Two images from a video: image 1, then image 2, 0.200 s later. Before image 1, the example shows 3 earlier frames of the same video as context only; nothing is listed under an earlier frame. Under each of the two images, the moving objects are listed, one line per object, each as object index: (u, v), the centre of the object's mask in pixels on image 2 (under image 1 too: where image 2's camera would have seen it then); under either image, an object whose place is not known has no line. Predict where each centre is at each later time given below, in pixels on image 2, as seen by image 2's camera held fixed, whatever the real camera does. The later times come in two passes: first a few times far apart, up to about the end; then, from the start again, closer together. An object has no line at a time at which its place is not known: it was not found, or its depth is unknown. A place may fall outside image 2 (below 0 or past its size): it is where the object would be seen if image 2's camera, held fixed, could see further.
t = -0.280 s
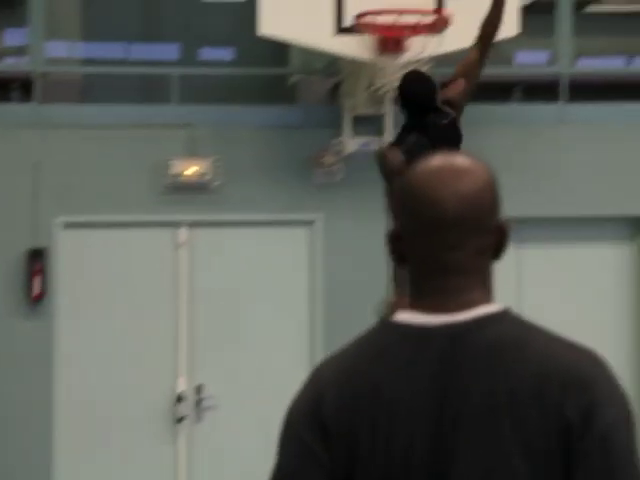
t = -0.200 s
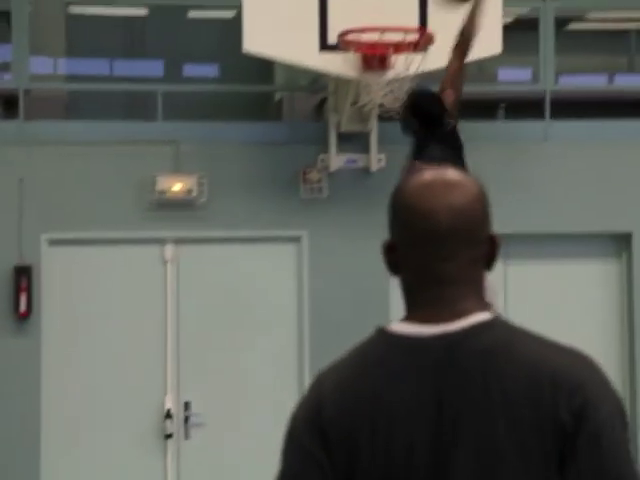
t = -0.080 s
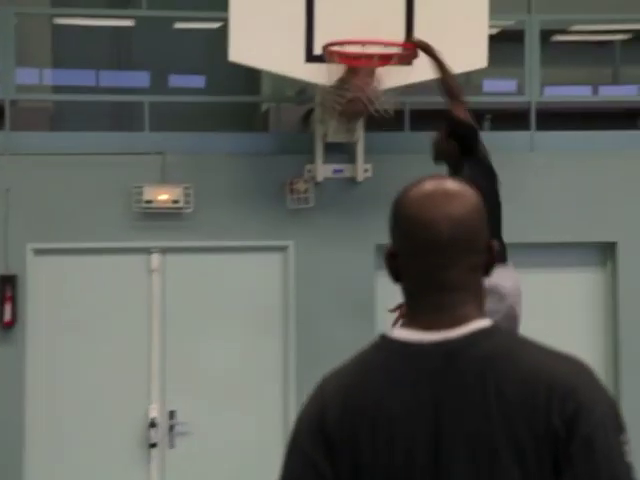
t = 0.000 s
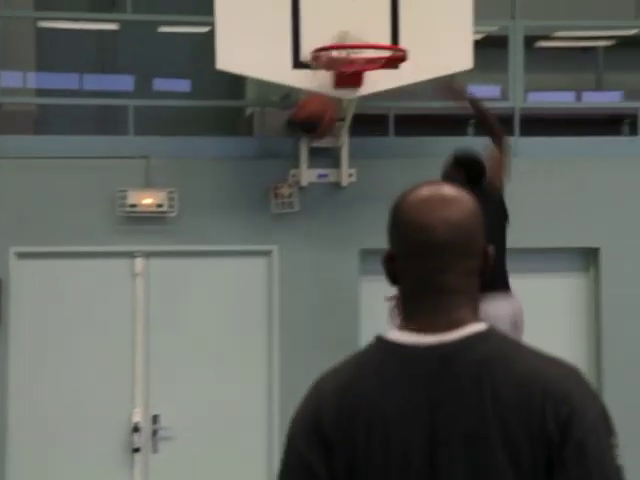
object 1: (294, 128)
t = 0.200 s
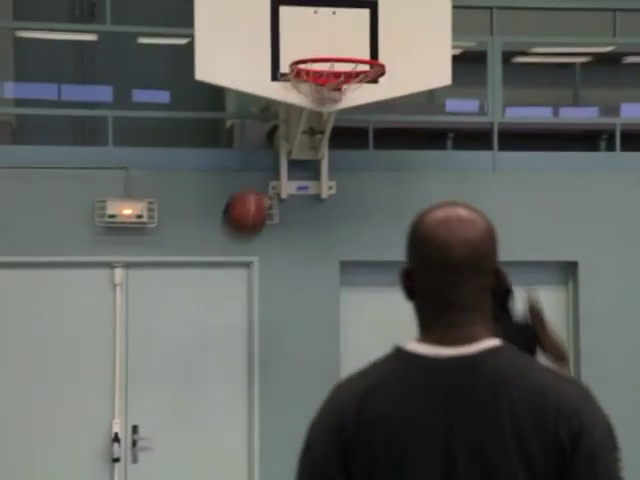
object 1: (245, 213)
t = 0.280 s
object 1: (226, 265)
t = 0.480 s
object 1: (178, 450)
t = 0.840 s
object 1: (174, 433)
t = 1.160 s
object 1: (212, 341)
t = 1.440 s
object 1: (250, 407)
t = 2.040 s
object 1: (319, 471)
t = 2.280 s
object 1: (346, 475)
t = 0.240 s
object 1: (236, 238)
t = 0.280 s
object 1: (226, 265)
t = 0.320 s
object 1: (217, 296)
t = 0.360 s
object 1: (208, 329)
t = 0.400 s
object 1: (197, 369)
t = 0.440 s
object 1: (187, 408)
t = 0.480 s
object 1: (178, 450)
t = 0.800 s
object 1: (170, 458)
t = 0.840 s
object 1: (174, 433)
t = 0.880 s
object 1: (179, 413)
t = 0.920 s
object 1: (184, 394)
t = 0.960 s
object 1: (189, 377)
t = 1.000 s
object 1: (194, 363)
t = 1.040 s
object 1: (199, 352)
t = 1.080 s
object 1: (203, 347)
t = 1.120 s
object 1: (207, 343)
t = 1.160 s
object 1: (212, 341)
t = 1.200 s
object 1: (218, 341)
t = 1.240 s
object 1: (223, 343)
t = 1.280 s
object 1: (228, 350)
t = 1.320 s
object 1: (234, 359)
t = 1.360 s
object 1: (239, 371)
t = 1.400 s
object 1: (245, 387)
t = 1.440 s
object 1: (250, 407)
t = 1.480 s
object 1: (256, 429)
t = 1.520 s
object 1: (261, 456)
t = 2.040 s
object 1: (319, 471)
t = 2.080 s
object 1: (324, 464)
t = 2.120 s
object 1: (329, 461)
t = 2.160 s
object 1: (333, 460)
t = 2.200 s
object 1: (338, 462)
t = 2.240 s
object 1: (342, 466)
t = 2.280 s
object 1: (346, 475)
